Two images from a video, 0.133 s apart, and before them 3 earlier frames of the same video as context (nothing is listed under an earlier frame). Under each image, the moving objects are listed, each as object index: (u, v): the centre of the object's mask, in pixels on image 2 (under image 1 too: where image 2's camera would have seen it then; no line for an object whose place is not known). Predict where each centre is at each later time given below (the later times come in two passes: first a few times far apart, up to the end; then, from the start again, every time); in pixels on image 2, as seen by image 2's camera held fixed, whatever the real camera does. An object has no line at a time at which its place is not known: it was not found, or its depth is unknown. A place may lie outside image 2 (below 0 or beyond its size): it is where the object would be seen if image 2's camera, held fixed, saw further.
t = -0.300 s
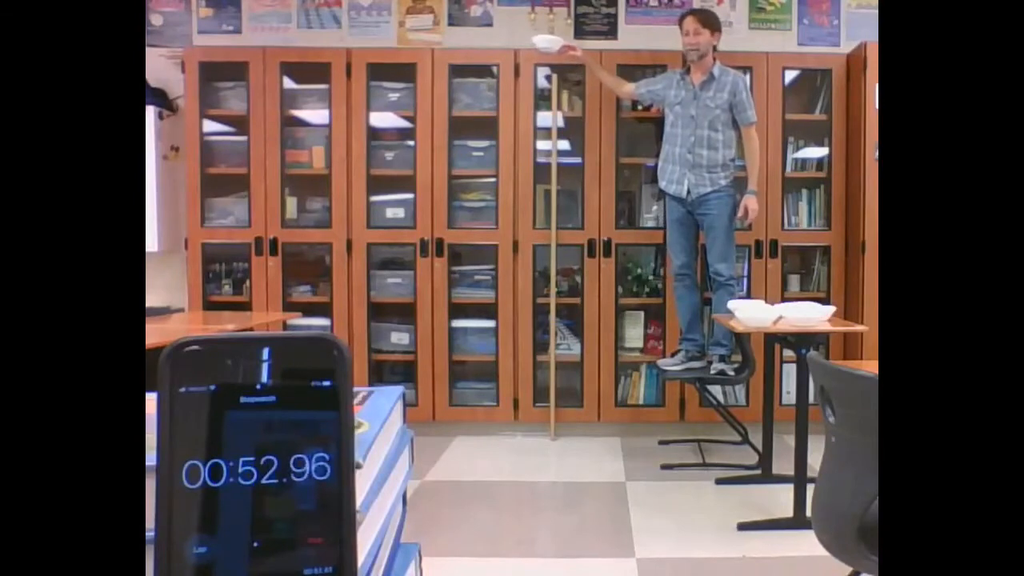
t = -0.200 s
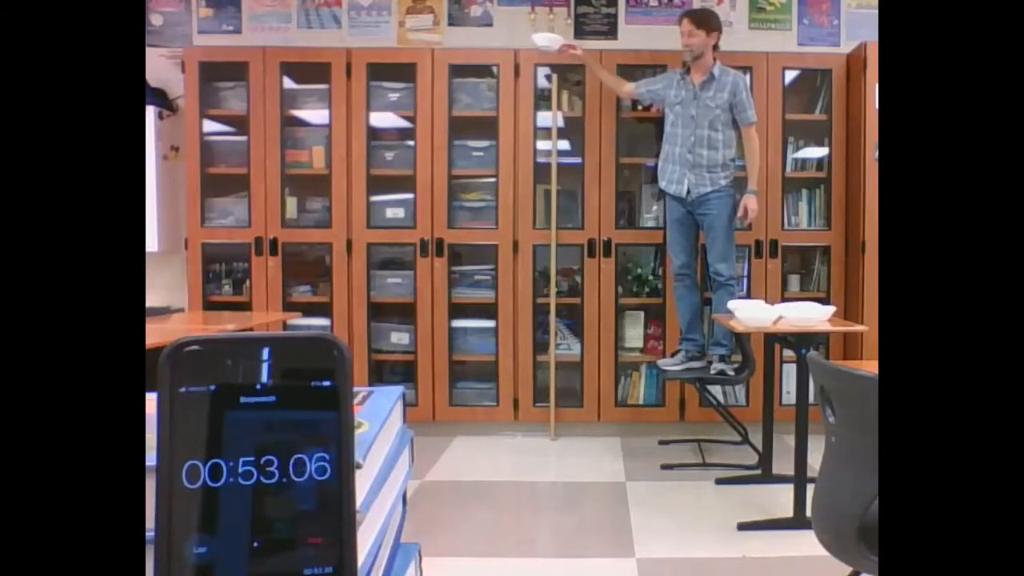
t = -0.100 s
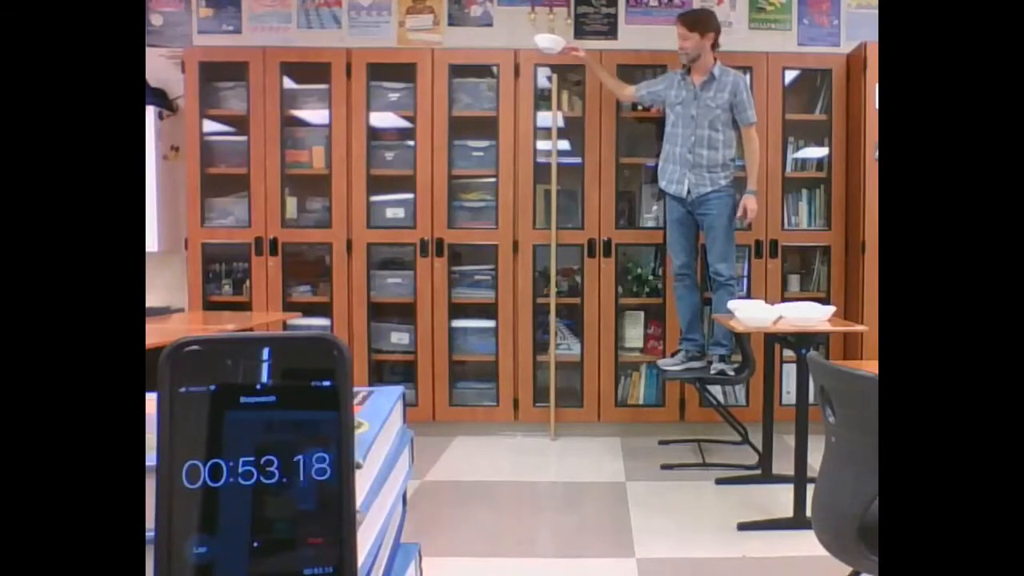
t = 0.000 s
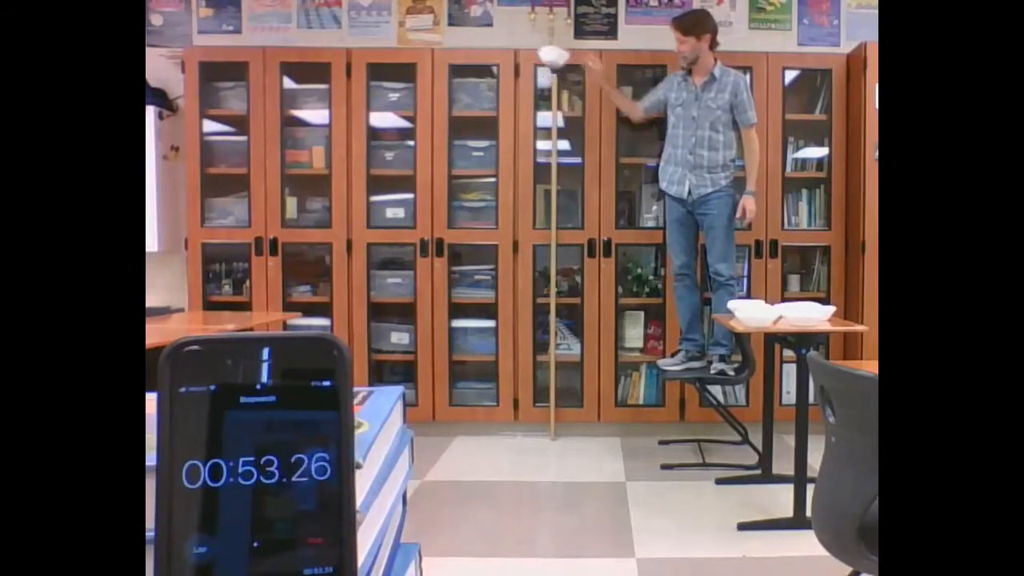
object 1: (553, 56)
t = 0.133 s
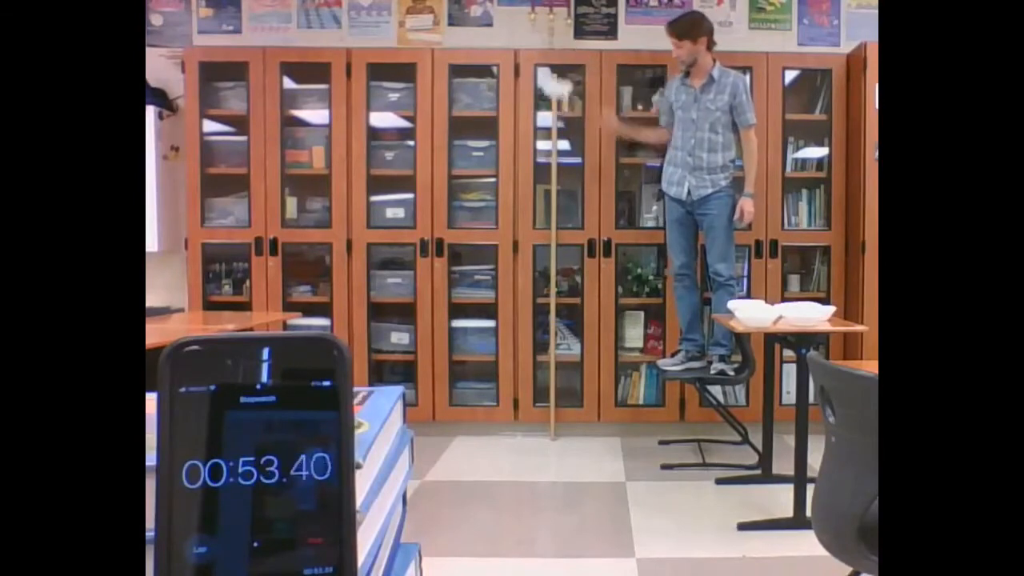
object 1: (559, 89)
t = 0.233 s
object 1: (563, 121)
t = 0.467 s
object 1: (568, 213)
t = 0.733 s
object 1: (571, 328)
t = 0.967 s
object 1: (575, 427)
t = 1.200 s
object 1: (576, 448)
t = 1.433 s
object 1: (576, 449)
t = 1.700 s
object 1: (576, 449)
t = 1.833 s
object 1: (576, 448)
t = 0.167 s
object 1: (559, 99)
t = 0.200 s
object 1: (562, 110)
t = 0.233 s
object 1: (563, 121)
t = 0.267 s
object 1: (562, 133)
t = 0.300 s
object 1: (566, 145)
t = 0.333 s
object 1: (564, 159)
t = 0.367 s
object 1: (565, 172)
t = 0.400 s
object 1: (566, 185)
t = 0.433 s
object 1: (567, 199)
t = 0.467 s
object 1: (568, 213)
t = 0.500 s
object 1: (568, 227)
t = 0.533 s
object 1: (569, 241)
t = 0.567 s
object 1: (569, 256)
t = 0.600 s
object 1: (570, 270)
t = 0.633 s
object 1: (570, 284)
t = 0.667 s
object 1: (571, 297)
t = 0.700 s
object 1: (571, 311)
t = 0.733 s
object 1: (571, 328)
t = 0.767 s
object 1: (572, 340)
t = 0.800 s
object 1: (572, 356)
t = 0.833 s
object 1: (573, 371)
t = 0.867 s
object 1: (573, 385)
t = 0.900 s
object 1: (574, 400)
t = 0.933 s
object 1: (574, 415)
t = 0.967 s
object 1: (575, 427)
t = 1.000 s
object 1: (576, 445)
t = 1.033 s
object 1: (576, 449)
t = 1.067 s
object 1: (576, 449)
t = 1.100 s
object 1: (576, 448)
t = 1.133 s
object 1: (576, 449)
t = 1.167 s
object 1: (576, 449)
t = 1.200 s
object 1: (576, 448)
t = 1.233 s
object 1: (576, 449)
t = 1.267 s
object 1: (576, 448)
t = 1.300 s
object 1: (576, 449)
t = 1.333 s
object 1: (576, 449)
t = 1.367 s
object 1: (576, 448)
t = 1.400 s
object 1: (576, 449)
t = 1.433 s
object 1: (576, 449)
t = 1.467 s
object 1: (576, 448)
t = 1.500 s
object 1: (576, 448)
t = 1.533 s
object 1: (576, 448)
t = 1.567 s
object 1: (576, 448)
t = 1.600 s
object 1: (576, 448)
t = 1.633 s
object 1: (576, 448)
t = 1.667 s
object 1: (576, 448)
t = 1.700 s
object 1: (576, 449)
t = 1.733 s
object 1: (576, 449)
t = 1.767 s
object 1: (576, 448)
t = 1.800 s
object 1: (576, 448)
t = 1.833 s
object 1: (576, 448)
